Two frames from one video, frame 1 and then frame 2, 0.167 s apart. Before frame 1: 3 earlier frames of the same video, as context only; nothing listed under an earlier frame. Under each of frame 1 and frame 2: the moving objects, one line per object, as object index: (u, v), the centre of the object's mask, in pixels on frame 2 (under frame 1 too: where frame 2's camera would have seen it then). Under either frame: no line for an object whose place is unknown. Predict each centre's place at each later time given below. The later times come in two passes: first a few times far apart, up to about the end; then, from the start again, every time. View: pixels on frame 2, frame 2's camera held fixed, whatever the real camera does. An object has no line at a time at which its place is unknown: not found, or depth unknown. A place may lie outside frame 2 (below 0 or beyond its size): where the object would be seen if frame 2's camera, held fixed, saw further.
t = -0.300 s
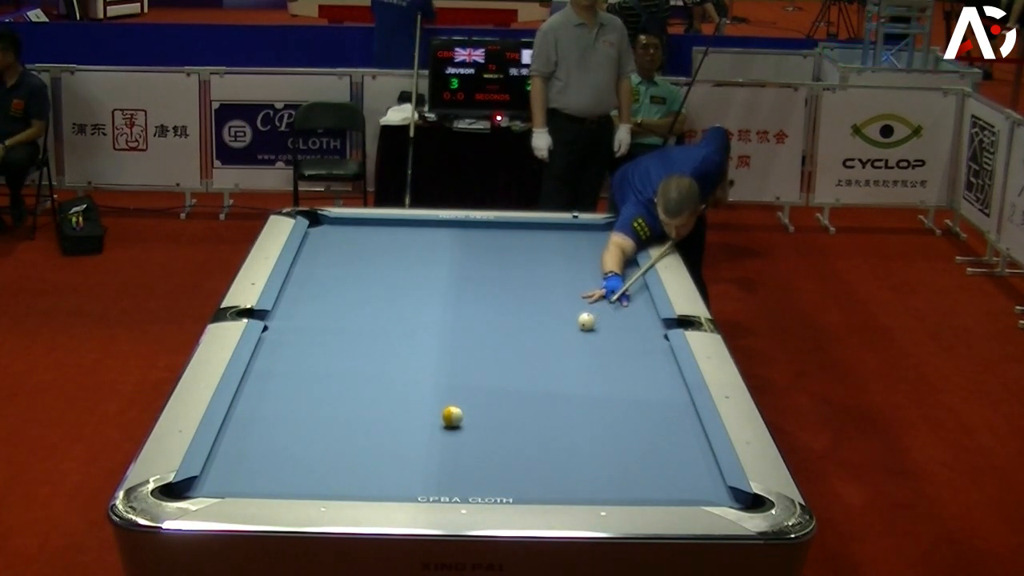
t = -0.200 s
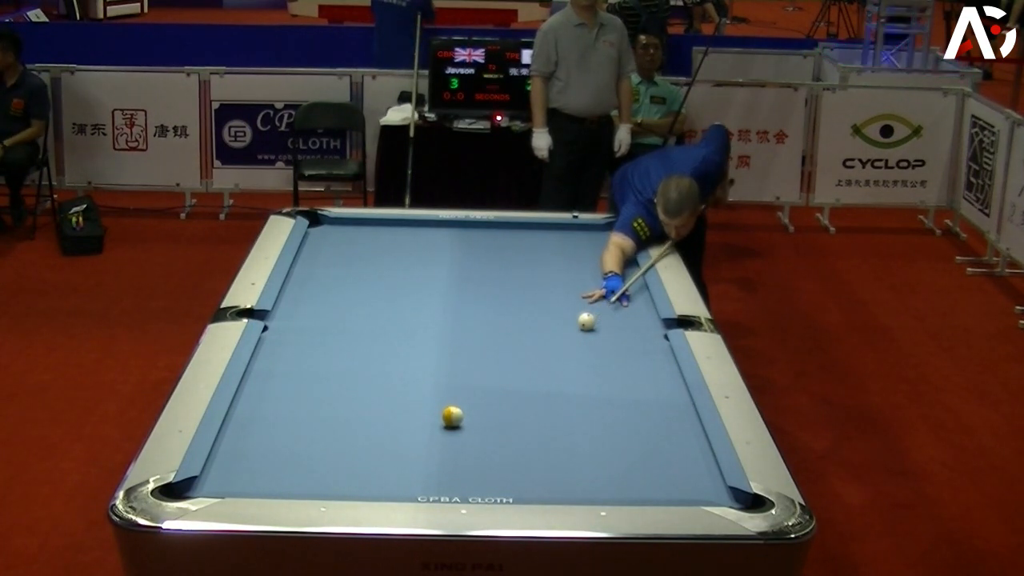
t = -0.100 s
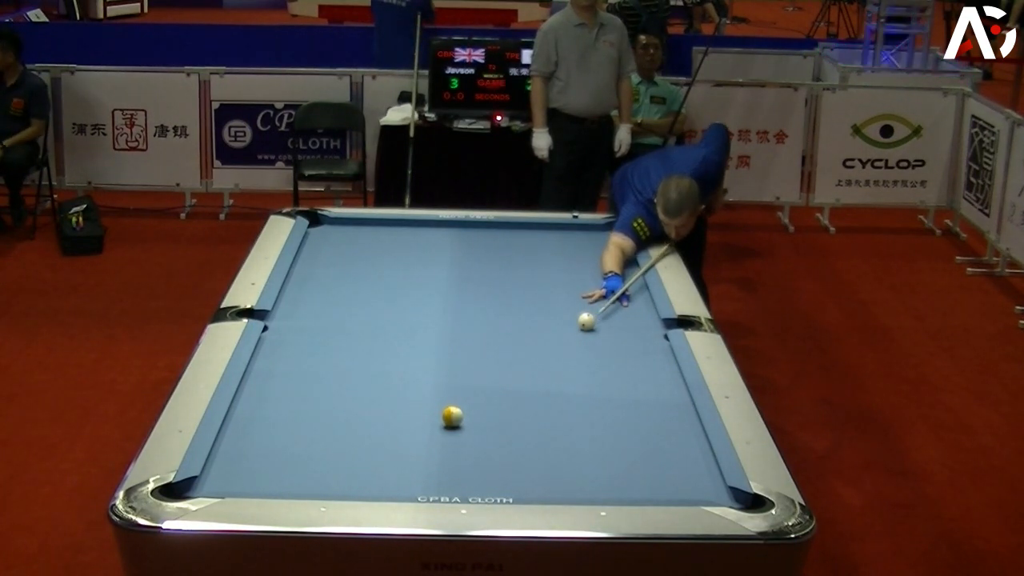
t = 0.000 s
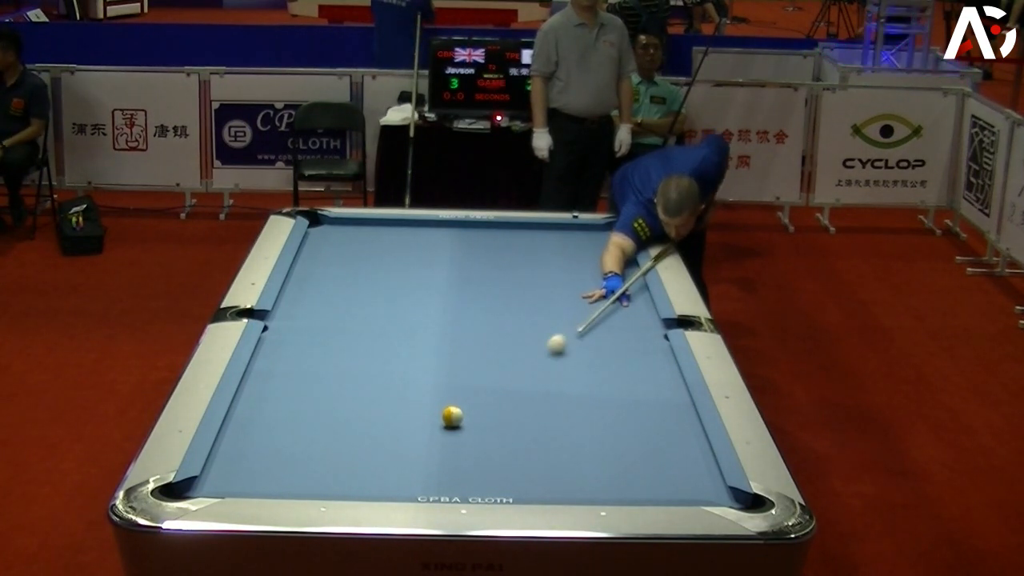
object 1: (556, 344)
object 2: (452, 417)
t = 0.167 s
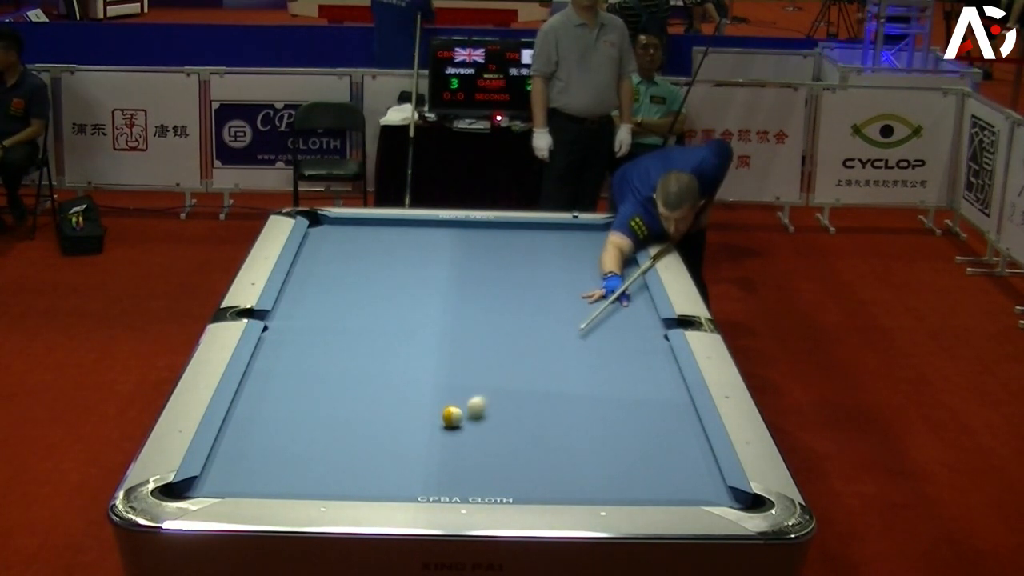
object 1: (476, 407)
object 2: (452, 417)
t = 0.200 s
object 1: (475, 416)
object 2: (435, 422)
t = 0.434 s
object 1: (532, 454)
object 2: (241, 475)
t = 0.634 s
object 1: (578, 484)
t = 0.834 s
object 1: (626, 487)
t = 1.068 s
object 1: (676, 471)
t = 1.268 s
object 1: (696, 457)
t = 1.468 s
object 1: (668, 442)
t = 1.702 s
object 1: (639, 426)
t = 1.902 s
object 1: (615, 414)
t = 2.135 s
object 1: (590, 401)
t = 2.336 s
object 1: (570, 391)
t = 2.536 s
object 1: (551, 381)
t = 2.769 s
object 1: (531, 370)
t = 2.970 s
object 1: (515, 362)
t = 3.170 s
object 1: (500, 354)
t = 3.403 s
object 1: (485, 345)
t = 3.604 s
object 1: (472, 339)
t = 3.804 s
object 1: (460, 333)
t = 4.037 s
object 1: (447, 326)
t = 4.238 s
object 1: (437, 321)
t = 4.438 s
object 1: (427, 317)
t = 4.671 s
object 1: (417, 312)
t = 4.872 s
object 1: (409, 308)
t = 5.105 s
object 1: (400, 304)
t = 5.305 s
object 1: (394, 301)
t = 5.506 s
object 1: (388, 298)
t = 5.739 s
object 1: (382, 295)
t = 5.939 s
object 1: (377, 293)
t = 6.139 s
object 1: (374, 291)
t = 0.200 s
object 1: (475, 416)
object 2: (435, 422)
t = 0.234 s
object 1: (484, 422)
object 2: (407, 430)
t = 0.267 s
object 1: (492, 428)
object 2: (380, 438)
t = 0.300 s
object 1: (501, 434)
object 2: (352, 445)
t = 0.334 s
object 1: (509, 439)
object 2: (325, 452)
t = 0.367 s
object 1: (517, 444)
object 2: (296, 460)
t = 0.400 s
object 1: (524, 449)
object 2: (268, 468)
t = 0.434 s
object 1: (532, 454)
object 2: (241, 475)
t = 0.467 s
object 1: (539, 459)
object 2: (214, 480)
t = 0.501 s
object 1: (547, 464)
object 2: (185, 488)
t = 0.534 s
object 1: (555, 469)
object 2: (168, 495)
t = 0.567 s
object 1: (563, 474)
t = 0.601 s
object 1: (570, 479)
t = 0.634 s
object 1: (578, 484)
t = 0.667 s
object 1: (587, 487)
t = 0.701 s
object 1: (594, 490)
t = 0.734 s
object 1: (602, 492)
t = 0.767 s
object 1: (610, 490)
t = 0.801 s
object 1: (618, 488)
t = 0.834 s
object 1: (626, 487)
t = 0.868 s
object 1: (633, 485)
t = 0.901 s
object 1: (641, 483)
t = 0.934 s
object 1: (648, 481)
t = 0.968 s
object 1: (655, 478)
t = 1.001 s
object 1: (662, 476)
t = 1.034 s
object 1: (669, 473)
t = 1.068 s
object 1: (676, 471)
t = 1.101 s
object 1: (683, 468)
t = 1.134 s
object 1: (690, 466)
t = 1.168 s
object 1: (696, 464)
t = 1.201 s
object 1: (703, 462)
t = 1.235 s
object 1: (703, 460)
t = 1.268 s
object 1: (696, 457)
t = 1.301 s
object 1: (691, 454)
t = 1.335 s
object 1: (686, 452)
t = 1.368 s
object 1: (682, 449)
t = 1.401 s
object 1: (677, 447)
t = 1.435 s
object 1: (673, 445)
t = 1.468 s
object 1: (668, 442)
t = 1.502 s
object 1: (664, 440)
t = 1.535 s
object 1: (659, 438)
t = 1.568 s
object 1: (655, 436)
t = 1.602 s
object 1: (651, 433)
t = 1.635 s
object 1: (647, 431)
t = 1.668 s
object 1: (643, 429)
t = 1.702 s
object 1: (639, 426)
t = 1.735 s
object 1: (635, 424)
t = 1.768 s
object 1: (630, 422)
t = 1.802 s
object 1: (627, 420)
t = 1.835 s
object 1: (623, 418)
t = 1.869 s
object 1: (619, 416)
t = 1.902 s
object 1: (615, 414)
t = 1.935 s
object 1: (612, 413)
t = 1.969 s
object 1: (608, 410)
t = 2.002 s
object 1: (604, 408)
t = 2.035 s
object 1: (600, 406)
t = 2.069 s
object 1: (597, 405)
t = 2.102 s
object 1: (593, 403)
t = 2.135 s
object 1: (590, 401)
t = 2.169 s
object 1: (587, 399)
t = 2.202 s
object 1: (583, 397)
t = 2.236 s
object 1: (580, 396)
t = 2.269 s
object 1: (576, 394)
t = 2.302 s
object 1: (573, 392)
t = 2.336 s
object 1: (570, 391)
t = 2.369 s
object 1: (566, 389)
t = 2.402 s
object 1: (563, 387)
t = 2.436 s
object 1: (560, 386)
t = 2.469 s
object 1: (557, 384)
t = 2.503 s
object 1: (554, 382)
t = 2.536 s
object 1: (551, 381)
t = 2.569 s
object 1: (548, 379)
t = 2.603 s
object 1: (545, 378)
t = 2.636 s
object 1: (542, 376)
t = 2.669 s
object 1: (540, 375)
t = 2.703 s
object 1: (537, 373)
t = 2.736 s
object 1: (534, 372)
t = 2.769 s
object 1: (531, 370)
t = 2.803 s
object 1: (528, 369)
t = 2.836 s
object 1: (526, 367)
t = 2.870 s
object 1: (523, 366)
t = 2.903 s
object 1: (520, 365)
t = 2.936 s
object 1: (518, 363)
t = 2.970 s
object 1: (515, 362)
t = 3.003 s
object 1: (513, 360)
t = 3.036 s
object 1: (510, 359)
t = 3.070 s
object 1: (508, 358)
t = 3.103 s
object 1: (505, 357)
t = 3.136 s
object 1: (503, 355)
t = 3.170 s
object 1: (500, 354)
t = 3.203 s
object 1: (498, 352)
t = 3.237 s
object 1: (496, 351)
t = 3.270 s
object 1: (494, 350)
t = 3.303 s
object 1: (491, 349)
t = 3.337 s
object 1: (489, 348)
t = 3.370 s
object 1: (487, 347)
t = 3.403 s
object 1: (485, 345)
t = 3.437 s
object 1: (482, 345)
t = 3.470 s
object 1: (481, 343)
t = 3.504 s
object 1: (478, 342)
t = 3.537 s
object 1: (476, 341)
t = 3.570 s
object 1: (474, 340)
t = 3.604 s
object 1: (472, 339)
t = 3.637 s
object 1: (470, 338)
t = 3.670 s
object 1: (468, 337)
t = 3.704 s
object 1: (466, 336)
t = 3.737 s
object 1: (464, 335)
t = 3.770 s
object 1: (462, 334)
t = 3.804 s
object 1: (460, 333)
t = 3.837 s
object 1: (458, 332)
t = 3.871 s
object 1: (456, 331)
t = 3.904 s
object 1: (454, 330)
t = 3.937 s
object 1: (452, 329)
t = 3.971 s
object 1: (451, 328)
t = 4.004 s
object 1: (449, 327)
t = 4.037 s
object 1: (447, 326)
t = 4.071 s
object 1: (445, 325)
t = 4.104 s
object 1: (444, 325)
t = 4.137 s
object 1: (442, 324)
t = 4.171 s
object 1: (440, 323)
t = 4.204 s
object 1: (438, 322)
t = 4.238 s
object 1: (437, 321)
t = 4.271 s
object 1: (435, 321)
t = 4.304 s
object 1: (433, 320)
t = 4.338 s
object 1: (432, 319)
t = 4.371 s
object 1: (430, 318)
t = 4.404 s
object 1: (429, 317)
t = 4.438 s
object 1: (427, 317)
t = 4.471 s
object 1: (426, 316)
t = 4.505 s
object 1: (424, 315)
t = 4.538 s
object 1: (423, 315)
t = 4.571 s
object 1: (421, 314)
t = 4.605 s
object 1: (420, 313)
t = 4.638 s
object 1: (418, 312)
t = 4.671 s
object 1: (417, 312)
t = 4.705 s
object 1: (415, 311)
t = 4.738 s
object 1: (414, 311)
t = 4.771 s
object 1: (413, 310)
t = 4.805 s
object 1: (411, 309)
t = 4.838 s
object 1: (410, 309)
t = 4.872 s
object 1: (409, 308)
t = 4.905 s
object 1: (407, 307)
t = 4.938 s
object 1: (406, 307)
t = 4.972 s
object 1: (405, 306)
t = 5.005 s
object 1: (404, 306)
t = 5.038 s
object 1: (403, 305)
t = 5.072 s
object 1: (402, 304)
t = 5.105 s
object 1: (400, 304)
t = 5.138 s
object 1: (399, 303)
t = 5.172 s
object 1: (398, 303)
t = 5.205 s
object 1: (397, 302)
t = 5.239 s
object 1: (396, 302)
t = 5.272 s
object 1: (395, 301)
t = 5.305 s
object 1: (394, 301)
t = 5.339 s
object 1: (393, 300)
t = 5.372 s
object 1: (392, 300)
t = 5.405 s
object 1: (391, 299)
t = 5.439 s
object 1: (390, 299)
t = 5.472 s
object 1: (389, 298)
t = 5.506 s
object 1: (388, 298)
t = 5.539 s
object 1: (387, 298)
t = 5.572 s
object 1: (386, 297)
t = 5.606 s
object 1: (385, 297)
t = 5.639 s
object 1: (384, 296)
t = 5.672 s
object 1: (383, 296)
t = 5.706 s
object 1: (383, 295)
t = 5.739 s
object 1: (382, 295)
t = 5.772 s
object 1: (381, 295)
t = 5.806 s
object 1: (380, 294)
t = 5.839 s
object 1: (379, 294)
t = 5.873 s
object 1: (379, 293)
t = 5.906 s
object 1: (378, 293)
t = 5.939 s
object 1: (377, 293)
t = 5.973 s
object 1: (377, 293)
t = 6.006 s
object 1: (376, 292)
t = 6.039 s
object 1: (375, 292)
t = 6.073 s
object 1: (375, 292)
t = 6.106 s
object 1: (374, 291)
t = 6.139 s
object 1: (374, 291)
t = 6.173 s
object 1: (373, 291)
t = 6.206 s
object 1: (373, 291)
